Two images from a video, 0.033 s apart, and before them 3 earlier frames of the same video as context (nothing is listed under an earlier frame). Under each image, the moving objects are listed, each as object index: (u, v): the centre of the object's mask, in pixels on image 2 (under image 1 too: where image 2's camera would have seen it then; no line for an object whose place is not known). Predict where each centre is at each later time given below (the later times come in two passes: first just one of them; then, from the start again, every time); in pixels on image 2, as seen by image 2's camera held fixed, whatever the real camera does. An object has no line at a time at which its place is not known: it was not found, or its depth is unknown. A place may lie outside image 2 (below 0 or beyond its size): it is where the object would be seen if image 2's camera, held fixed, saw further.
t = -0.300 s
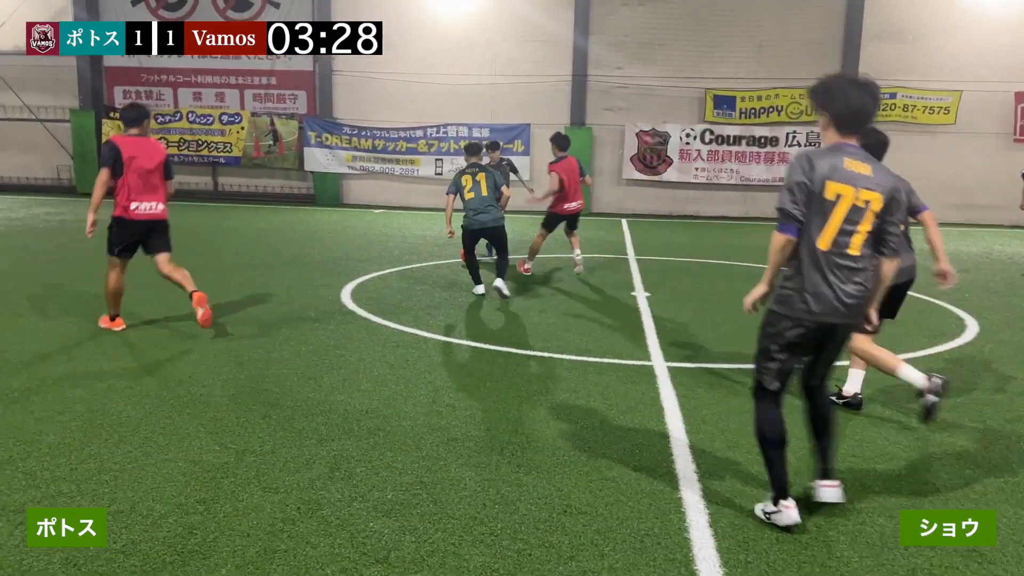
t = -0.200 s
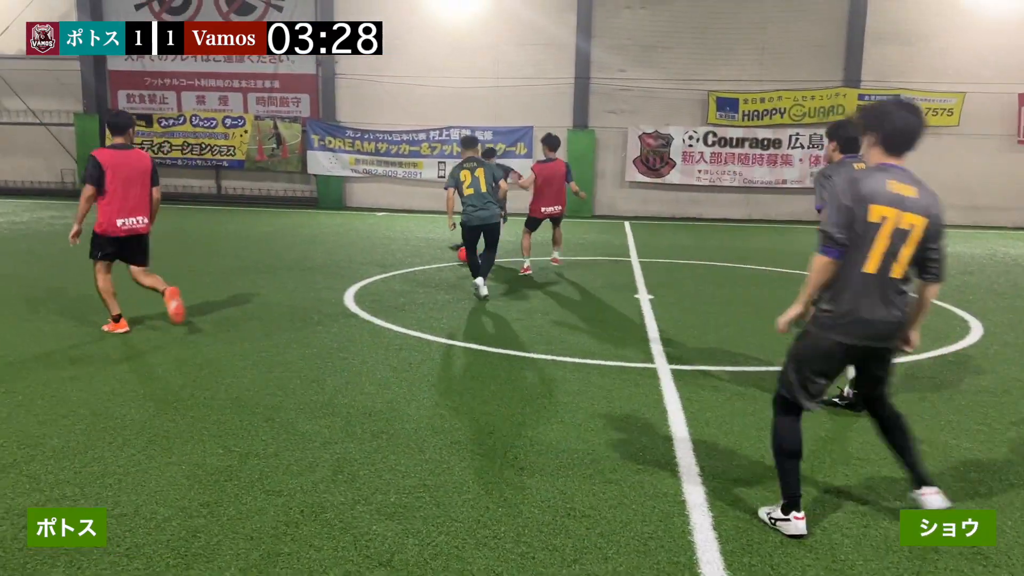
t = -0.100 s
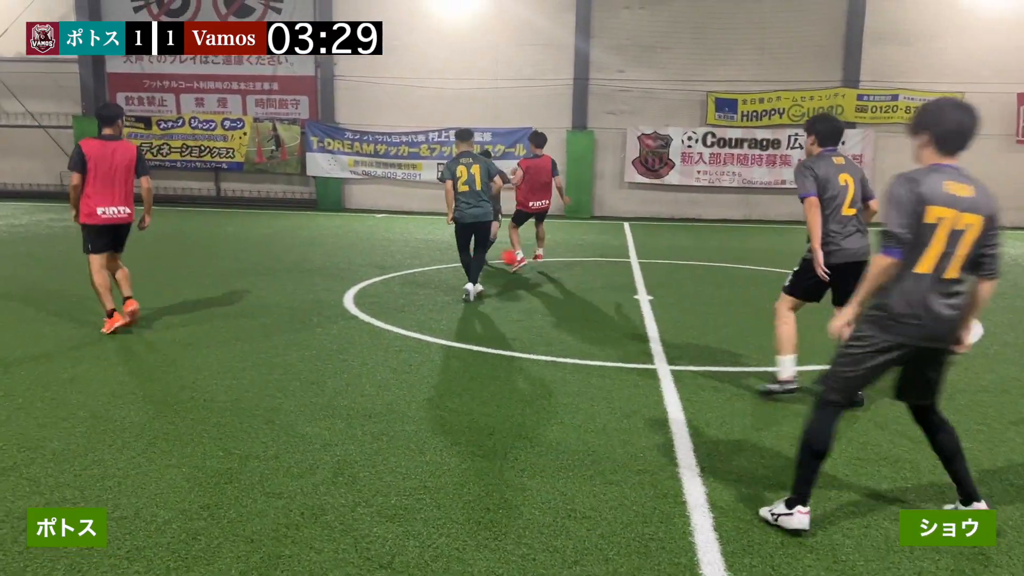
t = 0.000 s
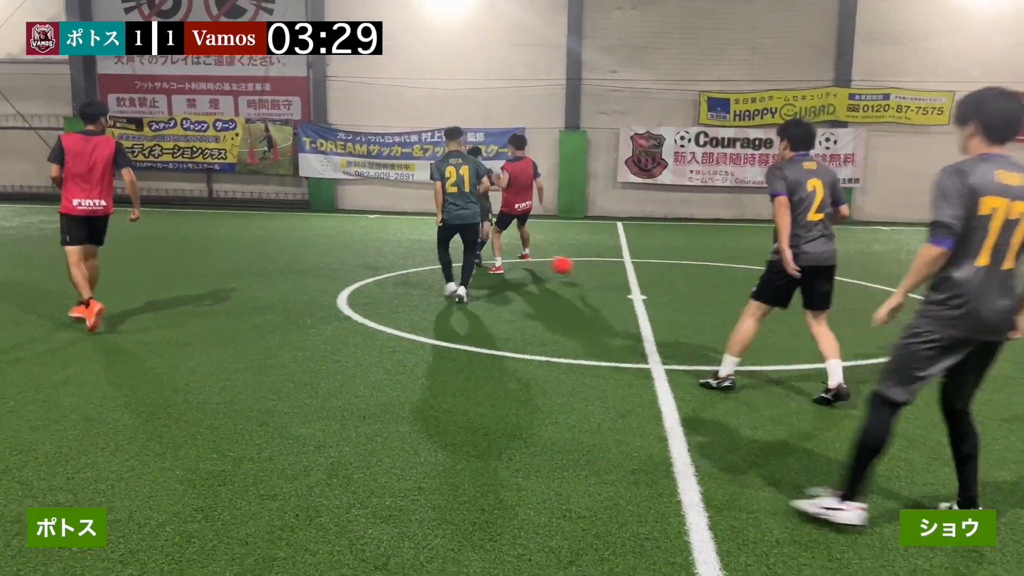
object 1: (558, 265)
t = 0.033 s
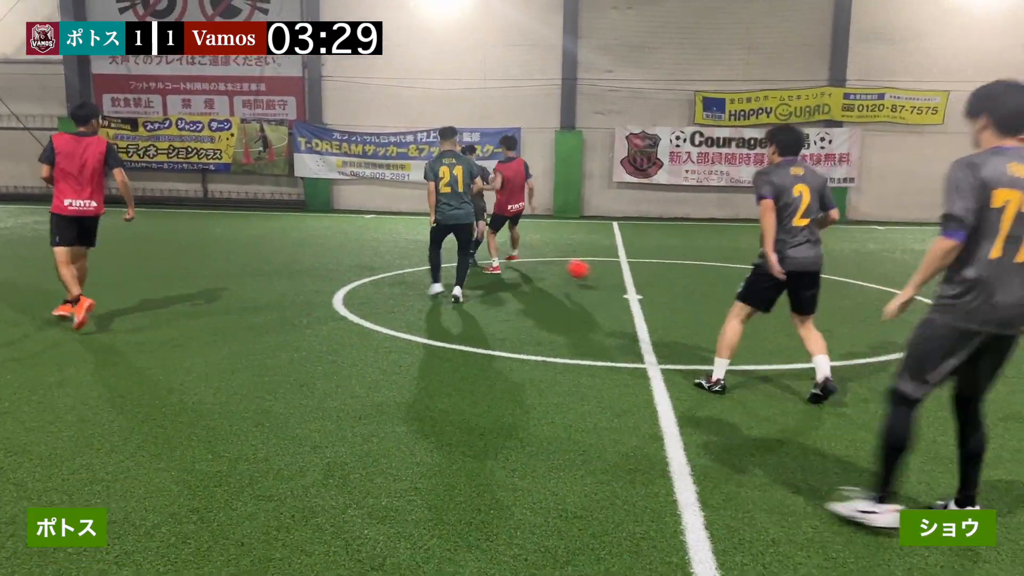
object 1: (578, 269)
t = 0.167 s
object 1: (659, 278)
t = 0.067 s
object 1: (600, 275)
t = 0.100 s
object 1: (619, 278)
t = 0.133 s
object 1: (640, 277)
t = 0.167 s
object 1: (659, 278)
